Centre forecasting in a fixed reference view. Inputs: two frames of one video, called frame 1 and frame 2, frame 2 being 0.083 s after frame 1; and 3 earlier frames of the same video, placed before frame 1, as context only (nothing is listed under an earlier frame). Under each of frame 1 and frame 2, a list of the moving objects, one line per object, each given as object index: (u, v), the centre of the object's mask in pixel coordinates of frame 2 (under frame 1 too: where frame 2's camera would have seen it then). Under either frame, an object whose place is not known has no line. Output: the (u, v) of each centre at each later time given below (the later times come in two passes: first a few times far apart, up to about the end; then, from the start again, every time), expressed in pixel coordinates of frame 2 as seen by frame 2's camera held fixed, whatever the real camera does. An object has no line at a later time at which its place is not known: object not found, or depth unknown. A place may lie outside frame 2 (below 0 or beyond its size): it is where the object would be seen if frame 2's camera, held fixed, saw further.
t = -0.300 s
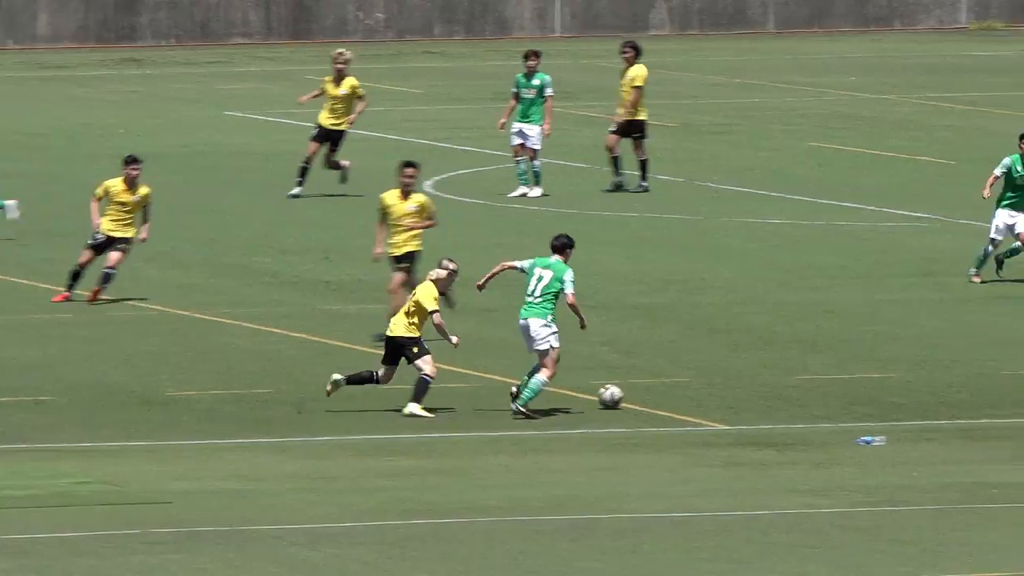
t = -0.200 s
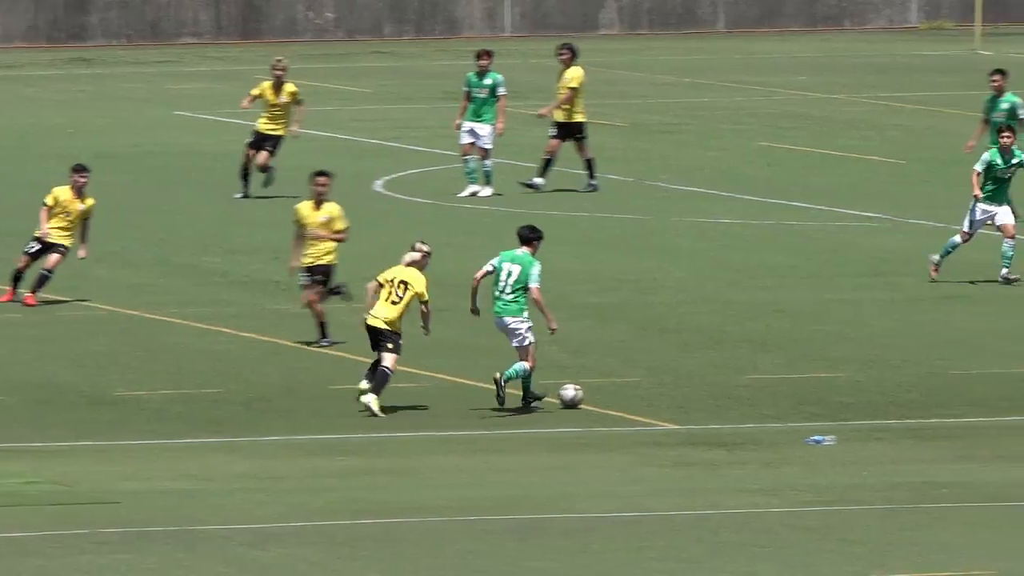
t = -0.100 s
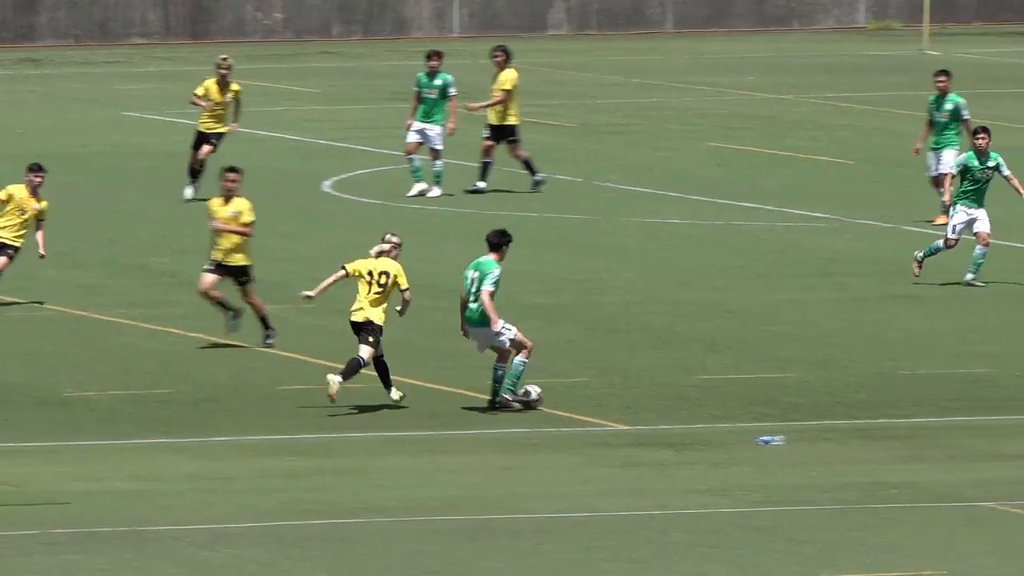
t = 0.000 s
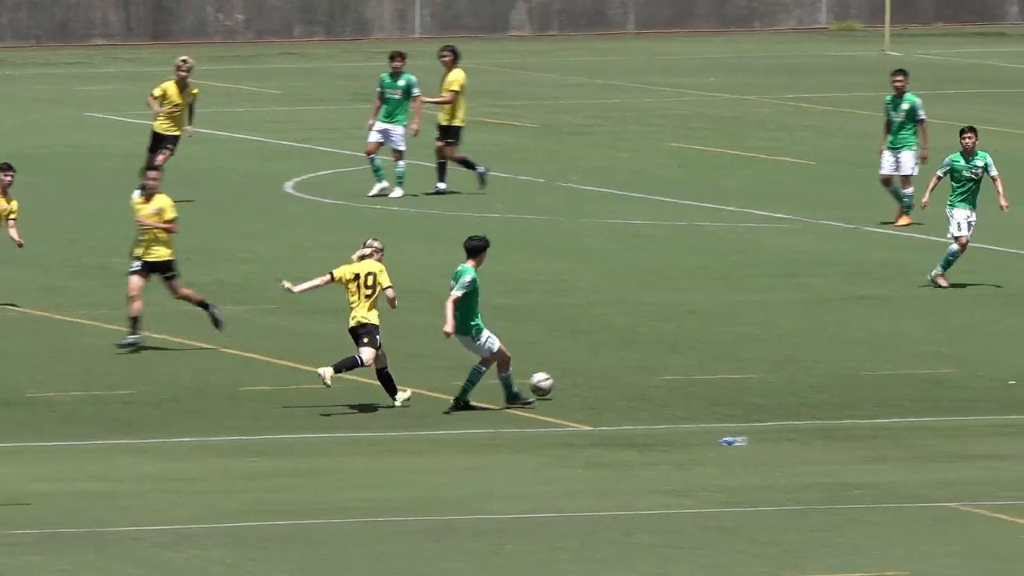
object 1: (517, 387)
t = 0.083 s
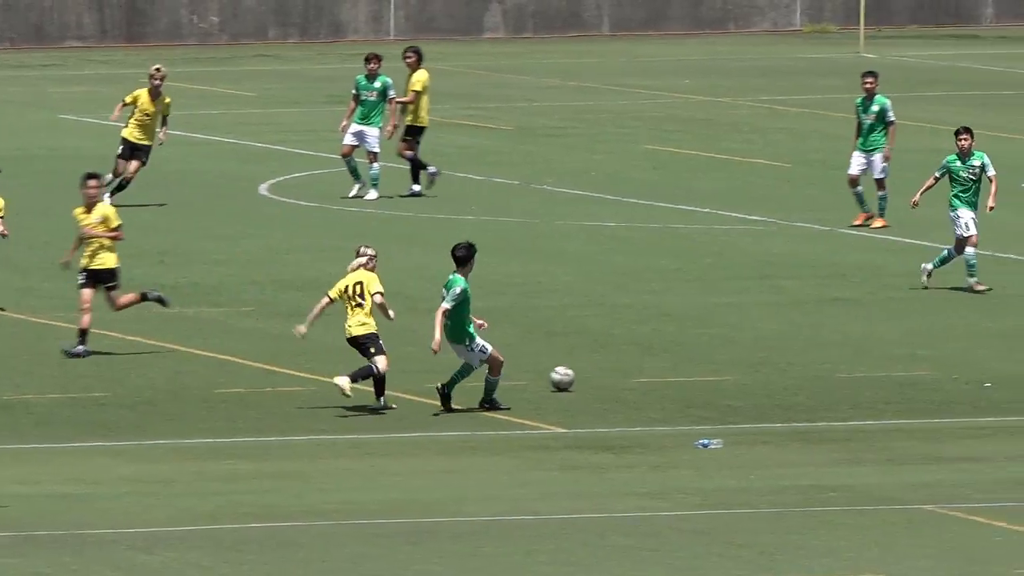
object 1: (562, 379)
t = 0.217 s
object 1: (626, 363)
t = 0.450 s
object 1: (719, 340)
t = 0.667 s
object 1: (787, 320)
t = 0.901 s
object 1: (844, 308)
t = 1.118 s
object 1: (885, 296)
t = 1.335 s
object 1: (920, 286)
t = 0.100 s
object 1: (570, 378)
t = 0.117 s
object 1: (579, 376)
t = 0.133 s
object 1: (587, 373)
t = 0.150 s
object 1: (595, 370)
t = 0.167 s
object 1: (602, 368)
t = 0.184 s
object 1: (610, 366)
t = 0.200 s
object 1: (618, 364)
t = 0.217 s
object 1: (626, 363)
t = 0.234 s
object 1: (634, 361)
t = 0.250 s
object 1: (640, 361)
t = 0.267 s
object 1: (648, 360)
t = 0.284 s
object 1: (655, 357)
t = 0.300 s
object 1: (661, 355)
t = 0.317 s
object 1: (668, 352)
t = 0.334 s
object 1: (675, 351)
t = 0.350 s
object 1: (681, 349)
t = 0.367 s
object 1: (688, 348)
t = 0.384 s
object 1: (694, 347)
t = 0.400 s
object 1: (701, 346)
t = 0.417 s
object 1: (707, 344)
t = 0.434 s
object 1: (713, 342)
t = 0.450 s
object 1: (719, 340)
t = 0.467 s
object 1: (725, 339)
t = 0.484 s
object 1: (730, 337)
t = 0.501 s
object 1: (736, 336)
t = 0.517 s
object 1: (742, 335)
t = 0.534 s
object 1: (747, 333)
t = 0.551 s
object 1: (753, 332)
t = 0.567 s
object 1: (757, 330)
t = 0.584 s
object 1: (762, 327)
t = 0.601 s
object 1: (767, 325)
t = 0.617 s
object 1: (772, 324)
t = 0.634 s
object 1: (777, 322)
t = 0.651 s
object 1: (782, 321)
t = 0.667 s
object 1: (787, 320)
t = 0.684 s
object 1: (792, 320)
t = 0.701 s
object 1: (796, 320)
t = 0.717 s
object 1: (801, 319)
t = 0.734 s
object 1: (805, 318)
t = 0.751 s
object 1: (809, 316)
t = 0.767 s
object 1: (814, 314)
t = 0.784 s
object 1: (817, 312)
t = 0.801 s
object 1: (822, 311)
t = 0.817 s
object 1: (825, 310)
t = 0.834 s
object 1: (829, 309)
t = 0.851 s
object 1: (833, 309)
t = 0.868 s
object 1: (837, 309)
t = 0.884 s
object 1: (841, 309)
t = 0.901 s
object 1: (844, 308)
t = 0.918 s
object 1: (848, 306)
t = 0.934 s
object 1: (851, 305)
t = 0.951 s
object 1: (854, 304)
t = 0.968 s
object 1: (857, 303)
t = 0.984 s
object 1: (861, 303)
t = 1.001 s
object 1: (864, 302)
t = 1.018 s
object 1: (867, 301)
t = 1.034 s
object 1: (870, 300)
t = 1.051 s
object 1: (873, 299)
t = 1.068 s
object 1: (876, 298)
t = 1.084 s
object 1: (879, 297)
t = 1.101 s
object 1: (882, 297)
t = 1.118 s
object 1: (885, 296)
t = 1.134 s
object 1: (888, 295)
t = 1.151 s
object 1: (891, 294)
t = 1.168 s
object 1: (893, 293)
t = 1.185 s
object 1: (897, 293)
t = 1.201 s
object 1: (899, 292)
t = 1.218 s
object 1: (902, 291)
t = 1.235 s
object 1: (904, 290)
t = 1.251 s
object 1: (907, 290)
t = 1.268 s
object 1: (910, 289)
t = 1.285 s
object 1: (913, 288)
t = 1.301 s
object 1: (915, 287)
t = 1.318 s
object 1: (918, 287)
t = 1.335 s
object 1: (920, 286)
